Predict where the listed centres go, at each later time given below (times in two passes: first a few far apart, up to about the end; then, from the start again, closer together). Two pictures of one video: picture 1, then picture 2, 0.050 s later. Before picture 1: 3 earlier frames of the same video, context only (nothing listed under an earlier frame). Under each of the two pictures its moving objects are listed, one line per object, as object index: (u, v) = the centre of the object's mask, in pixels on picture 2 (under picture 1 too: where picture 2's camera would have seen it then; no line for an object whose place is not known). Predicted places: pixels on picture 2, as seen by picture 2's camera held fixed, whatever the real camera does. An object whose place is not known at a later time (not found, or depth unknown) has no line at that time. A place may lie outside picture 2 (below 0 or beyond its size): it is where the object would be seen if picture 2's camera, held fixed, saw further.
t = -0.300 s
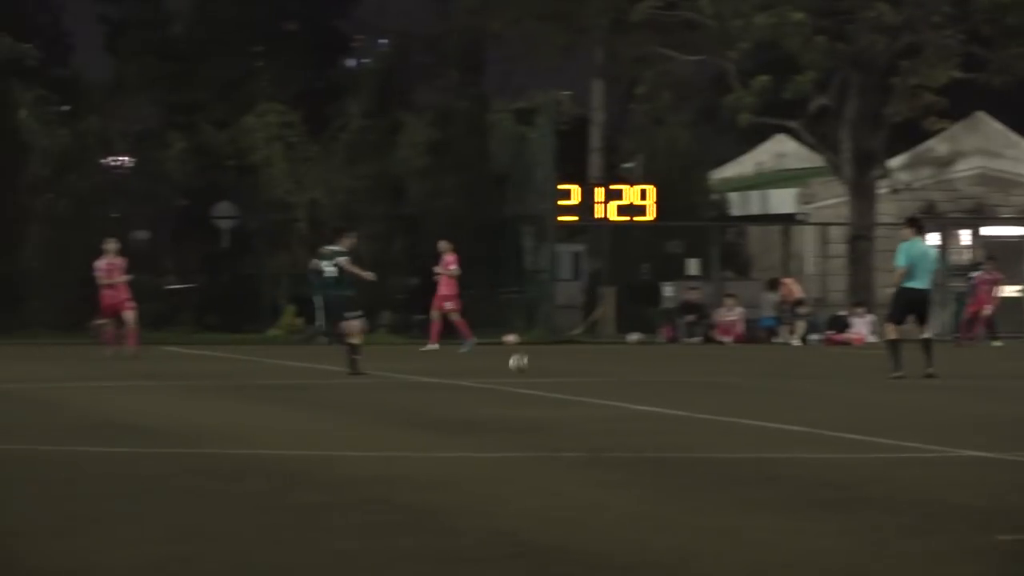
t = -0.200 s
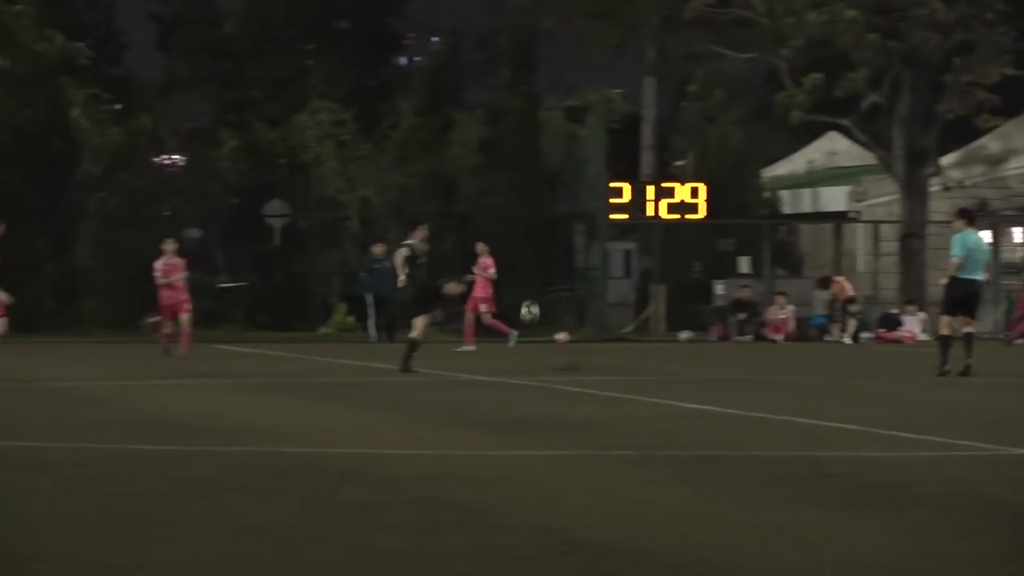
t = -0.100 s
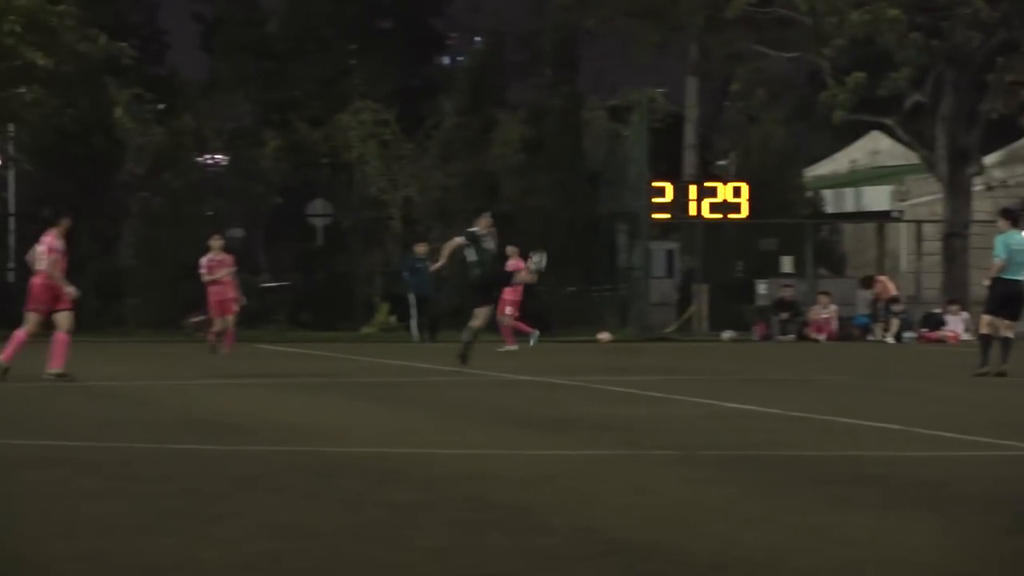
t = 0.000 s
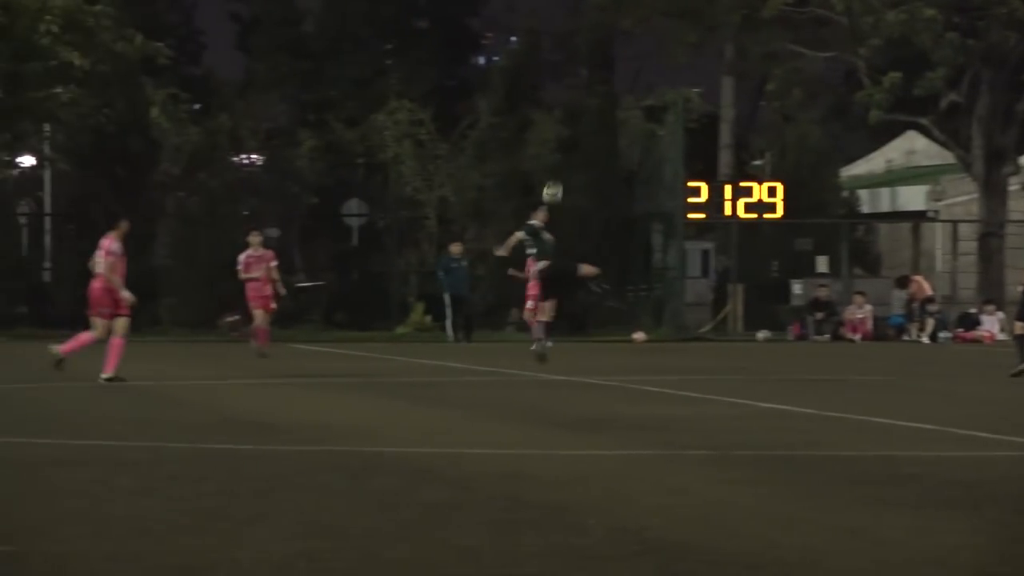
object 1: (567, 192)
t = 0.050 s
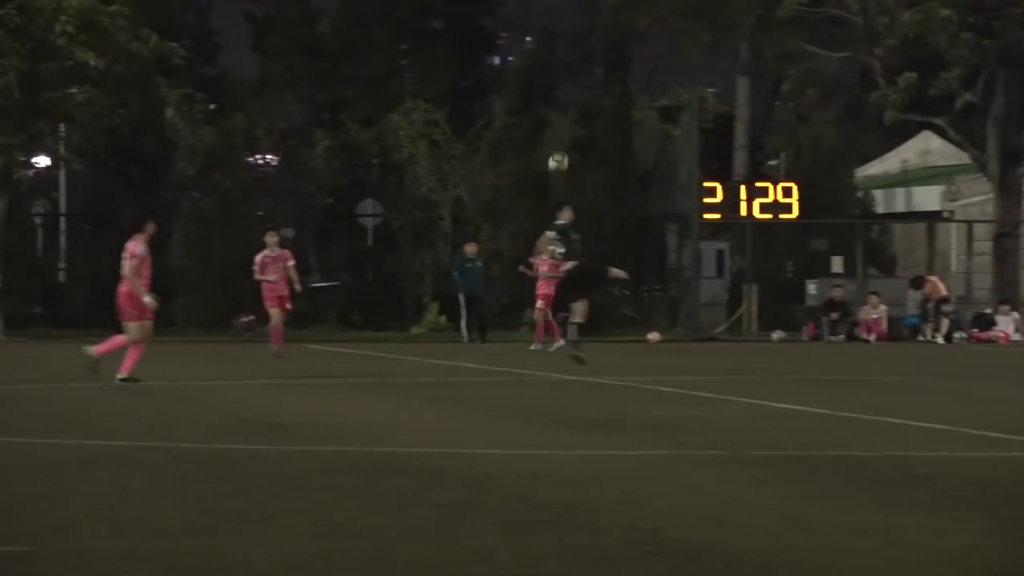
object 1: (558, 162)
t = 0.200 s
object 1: (531, 84)
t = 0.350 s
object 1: (503, 26)
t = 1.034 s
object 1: (376, 24)
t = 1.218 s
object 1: (344, 98)
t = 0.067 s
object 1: (555, 152)
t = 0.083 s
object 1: (552, 143)
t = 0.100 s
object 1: (549, 134)
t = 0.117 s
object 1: (546, 124)
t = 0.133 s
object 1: (543, 116)
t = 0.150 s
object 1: (540, 108)
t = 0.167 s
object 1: (537, 100)
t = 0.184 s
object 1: (534, 92)
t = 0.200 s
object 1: (531, 84)
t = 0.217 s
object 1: (528, 76)
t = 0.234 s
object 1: (525, 69)
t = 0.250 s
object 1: (521, 63)
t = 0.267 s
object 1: (519, 56)
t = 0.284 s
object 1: (515, 49)
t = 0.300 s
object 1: (511, 43)
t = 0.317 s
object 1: (509, 37)
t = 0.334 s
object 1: (506, 32)
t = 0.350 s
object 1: (503, 26)
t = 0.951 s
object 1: (391, 1)
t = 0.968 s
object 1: (388, 4)
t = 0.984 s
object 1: (385, 9)
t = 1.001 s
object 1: (382, 14)
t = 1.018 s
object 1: (379, 19)
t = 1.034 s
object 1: (376, 24)
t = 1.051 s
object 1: (373, 29)
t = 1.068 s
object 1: (370, 35)
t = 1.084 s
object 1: (367, 41)
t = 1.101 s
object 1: (365, 47)
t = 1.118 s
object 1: (362, 54)
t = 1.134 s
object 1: (359, 61)
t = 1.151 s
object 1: (356, 67)
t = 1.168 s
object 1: (353, 75)
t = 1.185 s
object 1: (350, 83)
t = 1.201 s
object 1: (347, 90)
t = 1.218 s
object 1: (344, 98)
